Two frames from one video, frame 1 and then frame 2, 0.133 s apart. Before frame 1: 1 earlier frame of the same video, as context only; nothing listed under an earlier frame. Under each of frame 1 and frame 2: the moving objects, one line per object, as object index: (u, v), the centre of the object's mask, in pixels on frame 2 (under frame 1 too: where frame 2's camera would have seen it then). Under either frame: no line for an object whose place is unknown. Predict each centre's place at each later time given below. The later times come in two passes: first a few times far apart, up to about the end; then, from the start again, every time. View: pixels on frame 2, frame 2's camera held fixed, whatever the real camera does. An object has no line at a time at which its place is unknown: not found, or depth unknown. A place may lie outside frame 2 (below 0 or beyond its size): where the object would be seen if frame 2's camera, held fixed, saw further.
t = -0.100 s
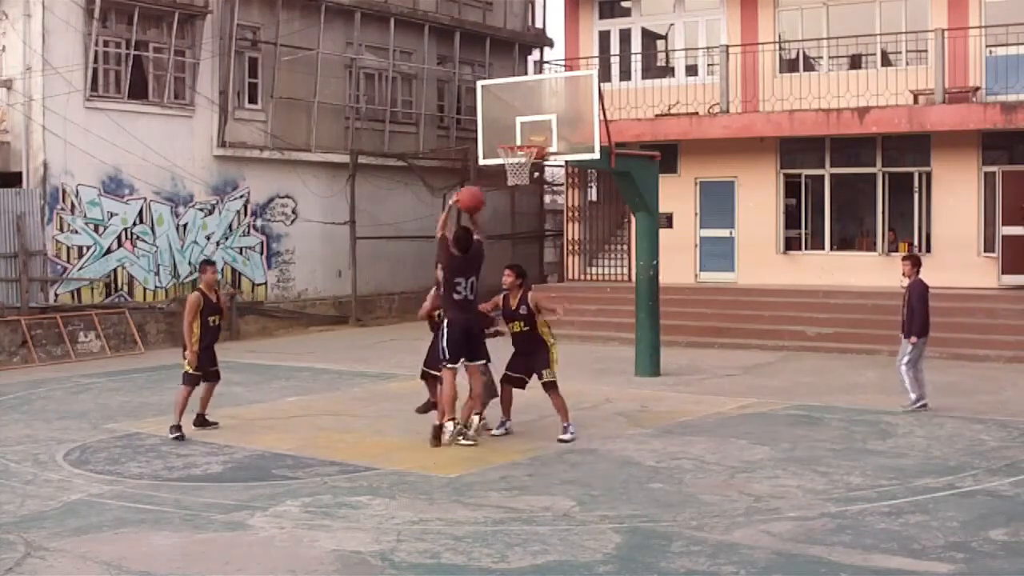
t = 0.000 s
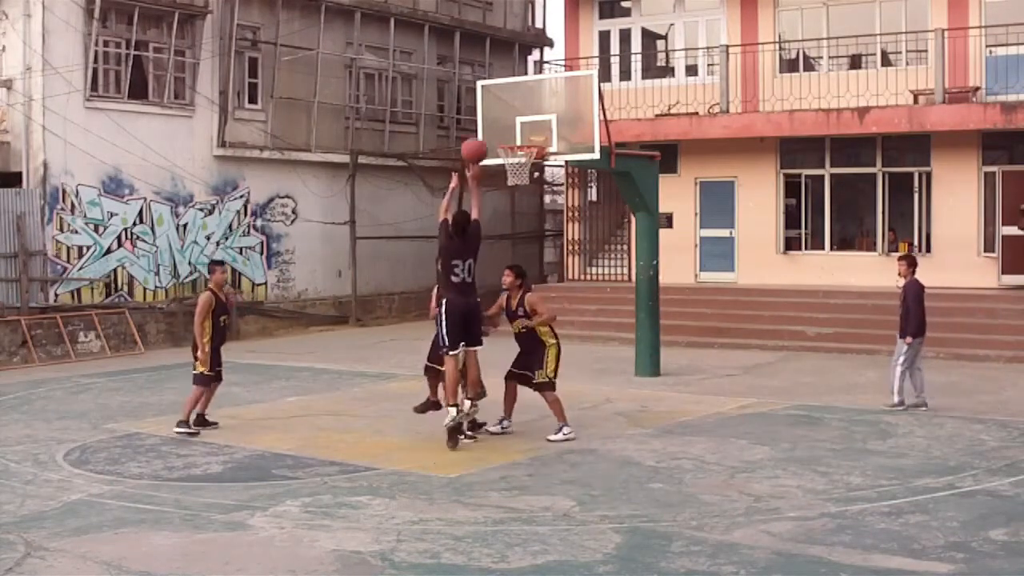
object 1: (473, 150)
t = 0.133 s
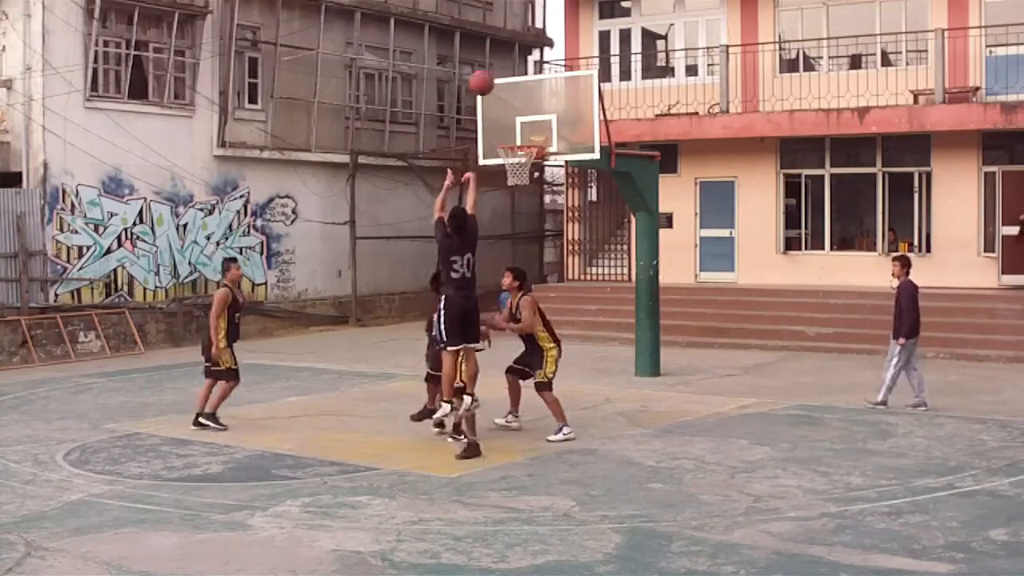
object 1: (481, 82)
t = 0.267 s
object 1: (487, 38)
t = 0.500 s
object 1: (497, 9)
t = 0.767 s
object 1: (508, 35)
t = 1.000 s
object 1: (518, 106)
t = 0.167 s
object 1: (483, 69)
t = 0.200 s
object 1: (485, 57)
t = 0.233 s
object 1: (486, 47)
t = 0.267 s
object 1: (487, 38)
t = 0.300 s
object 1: (488, 31)
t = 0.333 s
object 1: (491, 24)
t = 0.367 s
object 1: (493, 18)
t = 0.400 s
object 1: (493, 15)
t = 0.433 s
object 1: (495, 11)
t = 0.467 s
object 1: (496, 10)
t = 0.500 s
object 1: (497, 9)
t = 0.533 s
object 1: (499, 9)
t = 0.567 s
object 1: (501, 10)
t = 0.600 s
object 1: (502, 11)
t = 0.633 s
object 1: (503, 13)
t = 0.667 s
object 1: (504, 17)
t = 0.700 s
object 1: (506, 22)
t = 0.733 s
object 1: (506, 28)
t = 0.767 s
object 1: (508, 35)
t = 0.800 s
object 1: (510, 42)
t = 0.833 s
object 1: (512, 50)
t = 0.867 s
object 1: (512, 60)
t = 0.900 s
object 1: (514, 70)
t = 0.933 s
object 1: (515, 81)
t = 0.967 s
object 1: (517, 93)
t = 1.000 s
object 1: (518, 106)
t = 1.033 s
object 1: (519, 118)
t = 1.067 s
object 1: (520, 132)
